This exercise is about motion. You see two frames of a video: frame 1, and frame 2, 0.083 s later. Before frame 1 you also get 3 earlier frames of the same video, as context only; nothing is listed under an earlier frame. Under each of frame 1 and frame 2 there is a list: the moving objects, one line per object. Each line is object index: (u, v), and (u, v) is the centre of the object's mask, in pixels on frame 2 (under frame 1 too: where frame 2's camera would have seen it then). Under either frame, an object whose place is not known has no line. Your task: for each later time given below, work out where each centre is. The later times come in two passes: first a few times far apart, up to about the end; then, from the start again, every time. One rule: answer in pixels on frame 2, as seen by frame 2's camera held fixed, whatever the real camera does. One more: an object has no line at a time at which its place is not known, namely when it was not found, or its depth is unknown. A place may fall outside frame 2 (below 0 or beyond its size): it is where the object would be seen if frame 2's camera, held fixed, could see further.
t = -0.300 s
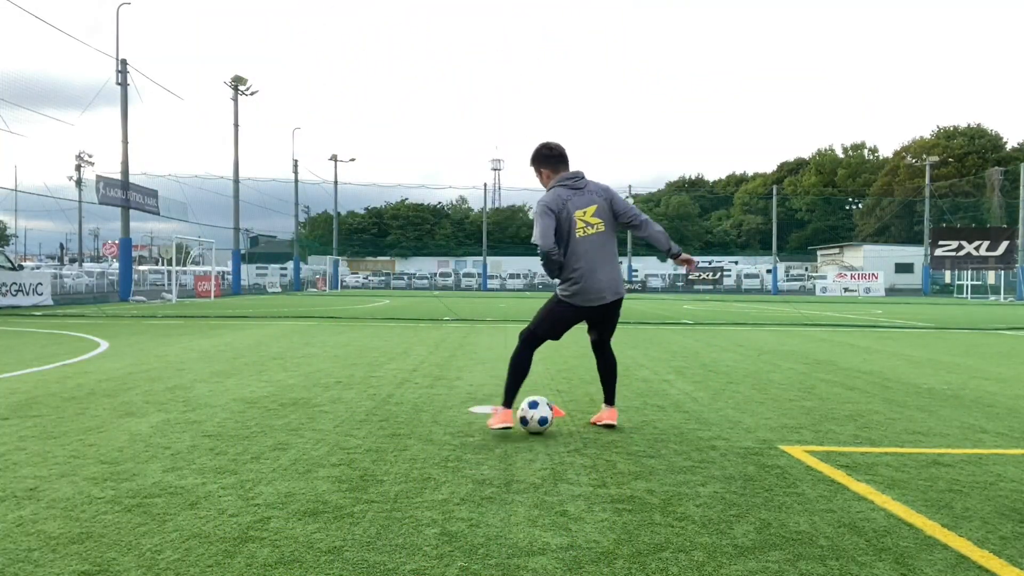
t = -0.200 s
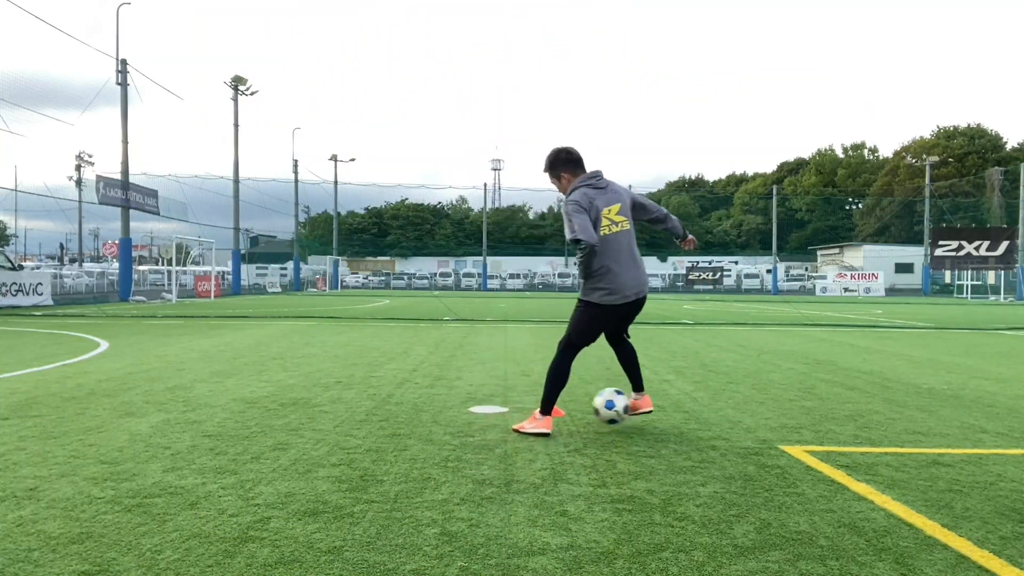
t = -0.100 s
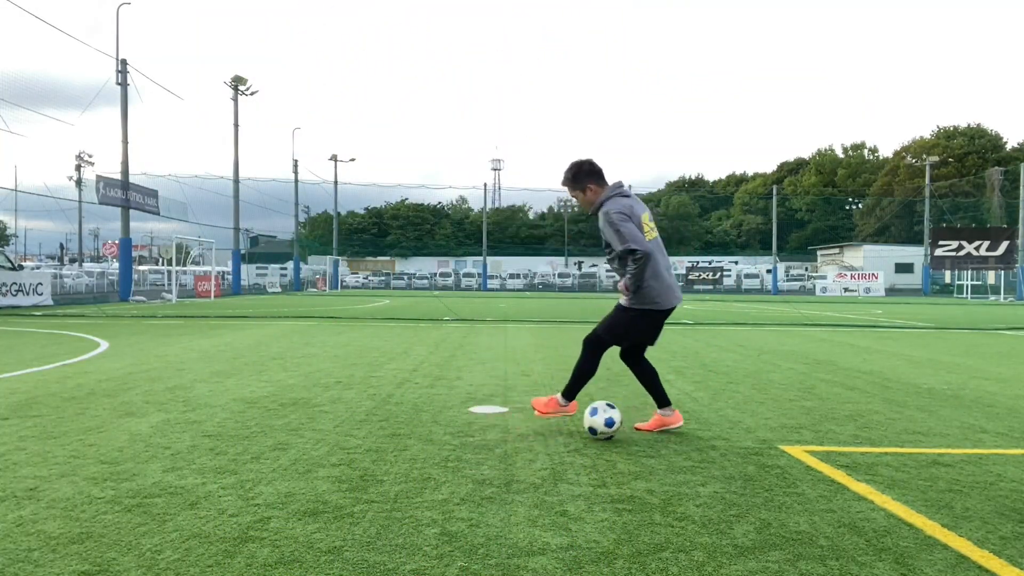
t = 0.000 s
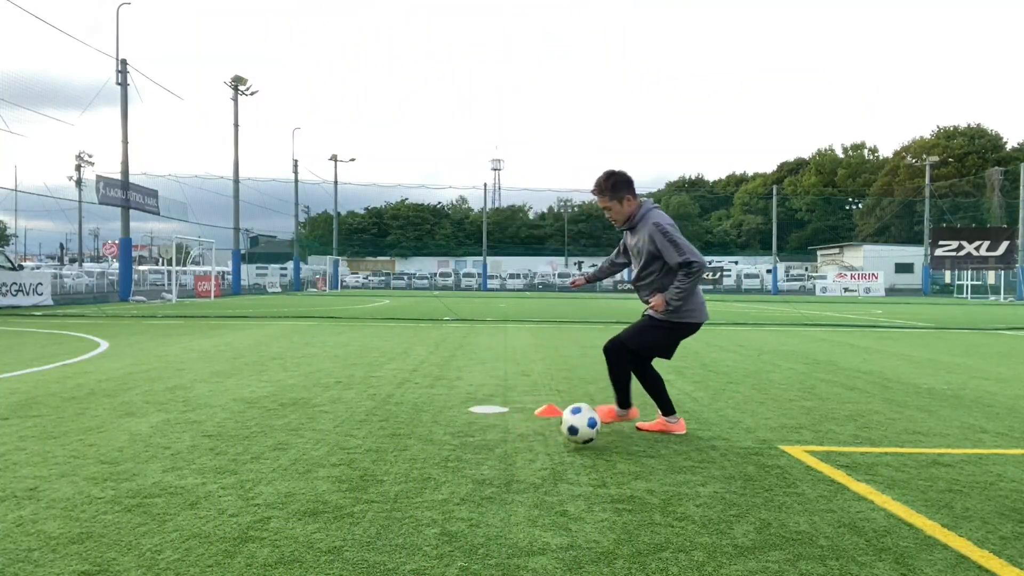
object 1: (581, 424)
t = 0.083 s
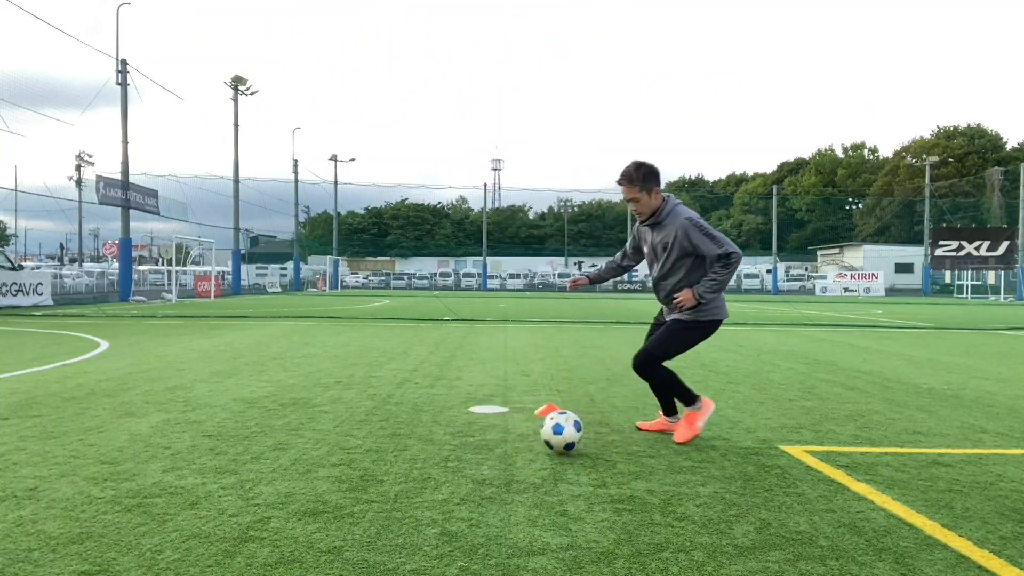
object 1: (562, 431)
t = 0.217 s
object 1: (530, 441)
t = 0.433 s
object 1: (471, 461)
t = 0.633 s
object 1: (405, 480)
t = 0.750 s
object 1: (362, 493)
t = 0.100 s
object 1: (558, 432)
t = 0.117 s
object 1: (554, 433)
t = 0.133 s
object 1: (551, 434)
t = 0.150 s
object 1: (547, 437)
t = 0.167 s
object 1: (543, 439)
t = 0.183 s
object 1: (539, 440)
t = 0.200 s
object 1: (535, 440)
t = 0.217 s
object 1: (530, 441)
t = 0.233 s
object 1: (526, 443)
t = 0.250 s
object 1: (522, 445)
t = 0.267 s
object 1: (517, 447)
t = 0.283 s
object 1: (513, 447)
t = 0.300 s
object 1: (509, 448)
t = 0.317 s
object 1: (504, 449)
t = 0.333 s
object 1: (500, 451)
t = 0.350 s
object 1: (495, 454)
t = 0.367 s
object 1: (490, 455)
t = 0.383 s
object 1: (486, 456)
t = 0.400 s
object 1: (481, 457)
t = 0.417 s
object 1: (476, 459)
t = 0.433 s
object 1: (471, 461)
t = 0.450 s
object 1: (467, 462)
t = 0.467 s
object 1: (462, 463)
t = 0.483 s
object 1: (456, 465)
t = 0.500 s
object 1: (451, 466)
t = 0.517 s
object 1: (445, 469)
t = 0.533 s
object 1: (439, 470)
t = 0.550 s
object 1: (434, 471)
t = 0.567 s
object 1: (429, 472)
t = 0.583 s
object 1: (423, 475)
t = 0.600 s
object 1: (417, 477)
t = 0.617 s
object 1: (411, 479)
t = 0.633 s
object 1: (405, 480)
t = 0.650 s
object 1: (399, 481)
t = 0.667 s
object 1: (393, 483)
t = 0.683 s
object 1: (387, 485)
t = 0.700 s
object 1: (381, 488)
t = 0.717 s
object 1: (375, 490)
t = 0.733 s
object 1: (368, 491)
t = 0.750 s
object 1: (362, 493)
